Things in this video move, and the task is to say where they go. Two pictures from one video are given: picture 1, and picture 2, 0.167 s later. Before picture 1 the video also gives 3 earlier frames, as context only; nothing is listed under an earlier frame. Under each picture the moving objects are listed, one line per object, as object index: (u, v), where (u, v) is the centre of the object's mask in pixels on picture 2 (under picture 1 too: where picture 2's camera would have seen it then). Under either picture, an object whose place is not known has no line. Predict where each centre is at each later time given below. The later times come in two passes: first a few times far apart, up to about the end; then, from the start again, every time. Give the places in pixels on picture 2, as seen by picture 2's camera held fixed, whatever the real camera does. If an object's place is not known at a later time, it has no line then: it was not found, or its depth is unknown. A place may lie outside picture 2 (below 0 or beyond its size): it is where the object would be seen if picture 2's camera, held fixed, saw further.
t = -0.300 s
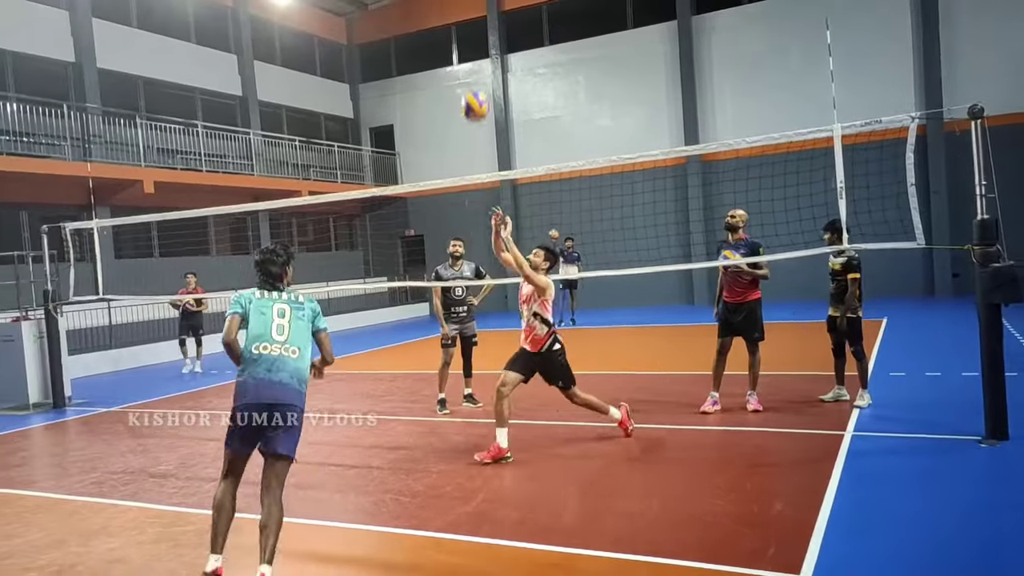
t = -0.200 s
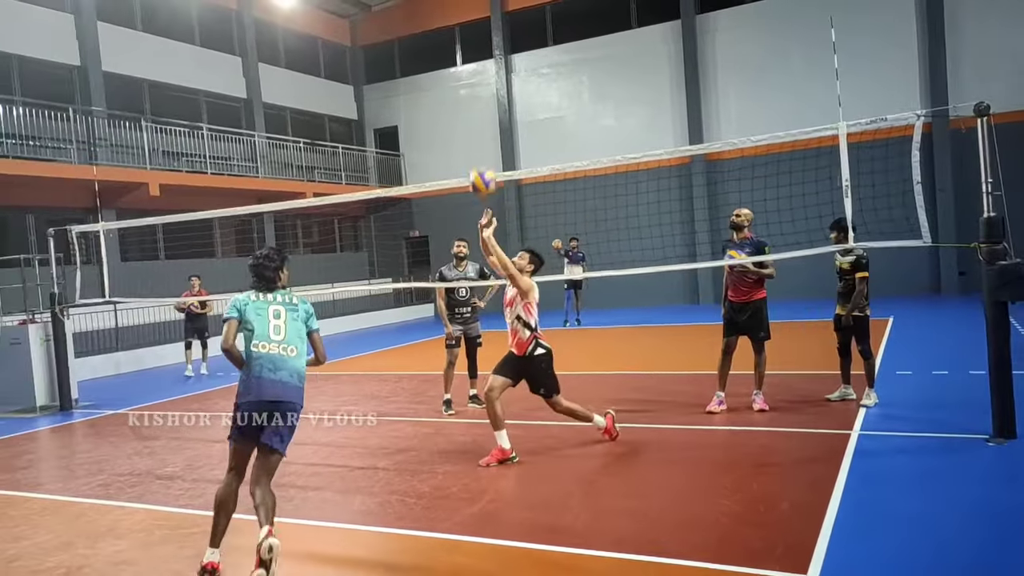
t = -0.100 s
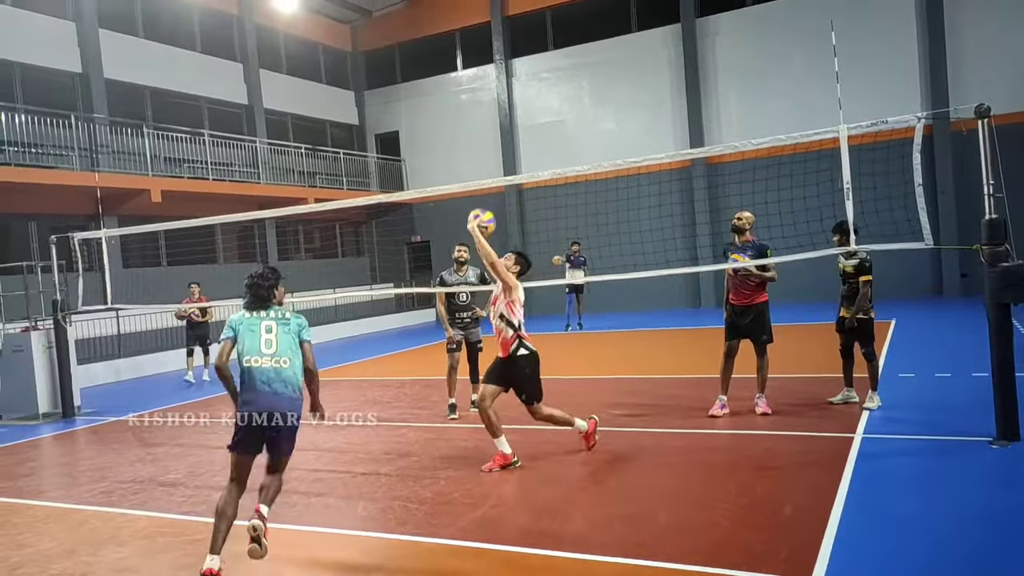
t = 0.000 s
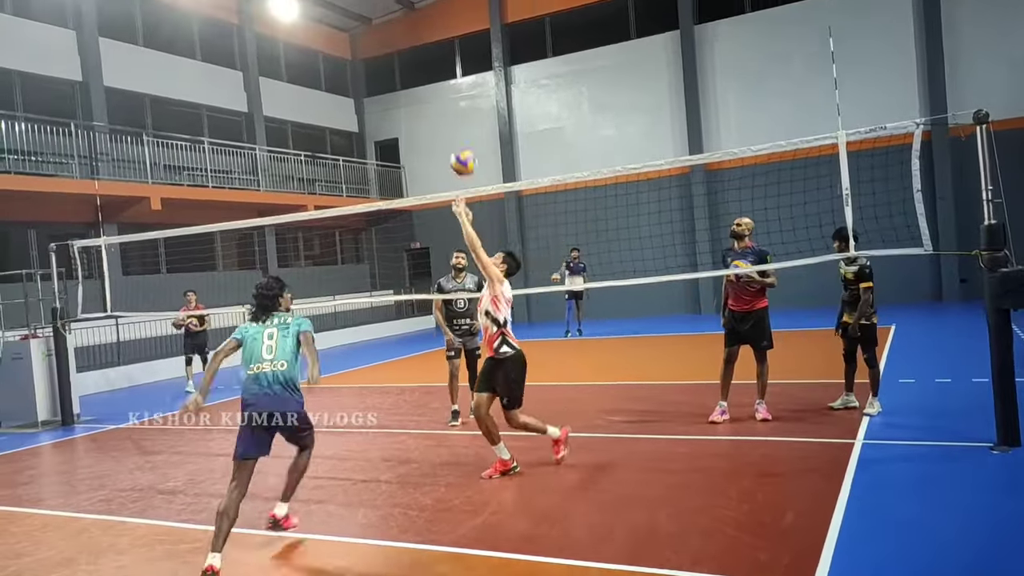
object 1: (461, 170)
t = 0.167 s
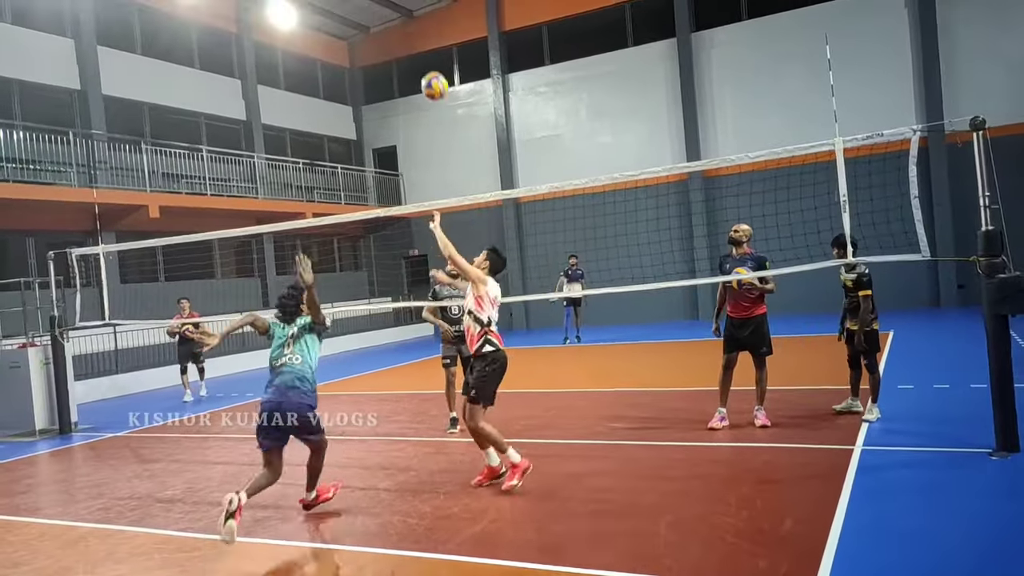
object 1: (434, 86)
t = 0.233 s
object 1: (425, 63)
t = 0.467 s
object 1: (396, 27)
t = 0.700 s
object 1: (375, 55)
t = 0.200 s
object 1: (429, 74)
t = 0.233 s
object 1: (425, 63)
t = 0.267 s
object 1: (420, 54)
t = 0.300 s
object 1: (415, 45)
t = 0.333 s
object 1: (411, 39)
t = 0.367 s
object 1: (408, 34)
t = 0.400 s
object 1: (403, 30)
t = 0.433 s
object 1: (400, 28)
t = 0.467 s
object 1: (396, 27)
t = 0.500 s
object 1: (393, 27)
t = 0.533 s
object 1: (389, 28)
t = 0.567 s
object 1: (386, 31)
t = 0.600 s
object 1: (383, 36)
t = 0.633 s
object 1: (380, 41)
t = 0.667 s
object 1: (378, 47)
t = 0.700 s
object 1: (375, 55)
